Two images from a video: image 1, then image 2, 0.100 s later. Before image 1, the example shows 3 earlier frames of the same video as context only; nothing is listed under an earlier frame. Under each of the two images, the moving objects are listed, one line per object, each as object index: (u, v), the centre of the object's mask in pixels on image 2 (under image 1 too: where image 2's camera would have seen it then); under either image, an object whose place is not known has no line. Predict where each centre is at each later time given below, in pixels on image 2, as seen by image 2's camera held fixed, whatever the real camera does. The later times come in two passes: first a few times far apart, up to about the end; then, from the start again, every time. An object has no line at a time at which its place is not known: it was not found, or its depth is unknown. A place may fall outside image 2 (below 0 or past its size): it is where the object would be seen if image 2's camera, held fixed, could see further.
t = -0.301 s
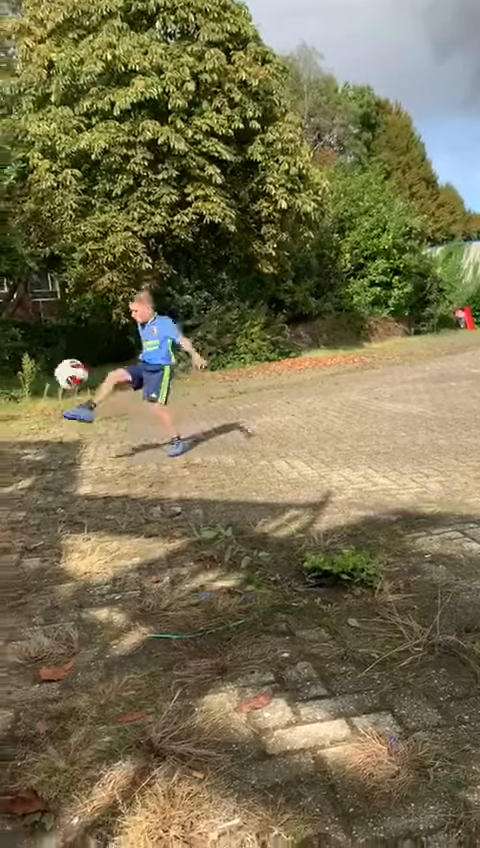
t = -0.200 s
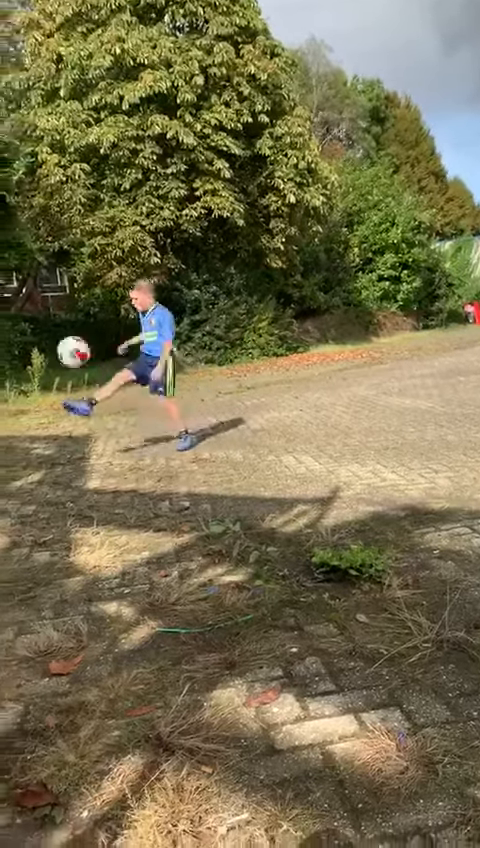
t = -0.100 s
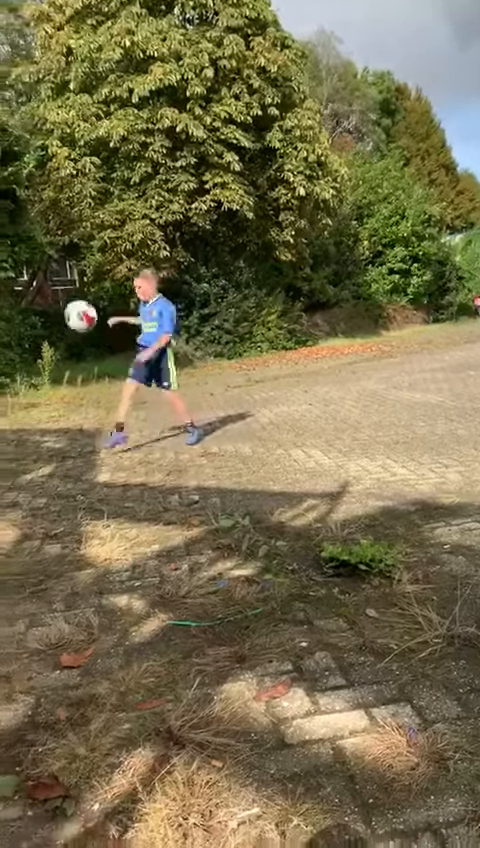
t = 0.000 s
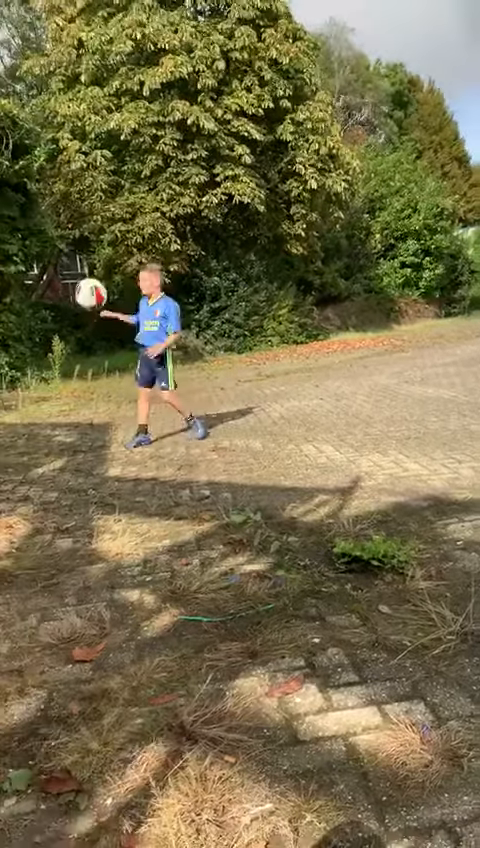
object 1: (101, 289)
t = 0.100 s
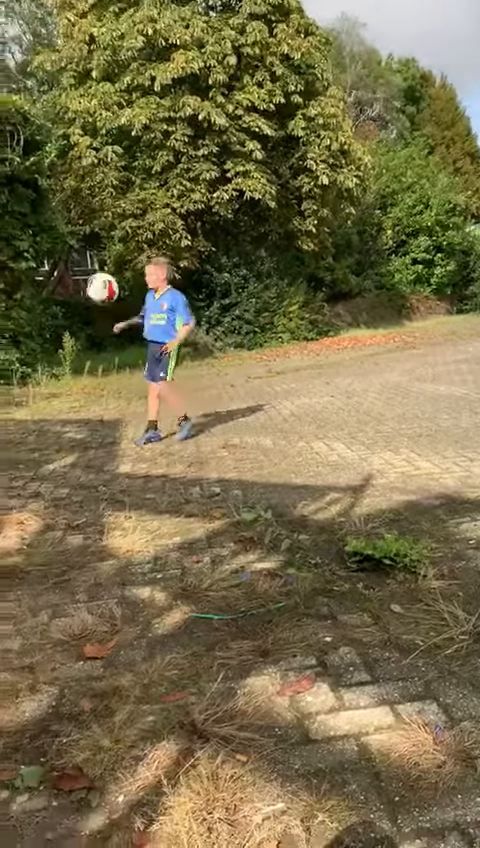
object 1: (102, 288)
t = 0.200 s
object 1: (105, 301)
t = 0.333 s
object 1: (111, 339)
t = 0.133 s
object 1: (103, 291)
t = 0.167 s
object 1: (104, 295)
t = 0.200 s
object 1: (105, 301)
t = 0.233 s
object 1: (106, 308)
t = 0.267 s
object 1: (108, 317)
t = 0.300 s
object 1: (109, 327)
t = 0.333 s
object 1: (111, 339)
